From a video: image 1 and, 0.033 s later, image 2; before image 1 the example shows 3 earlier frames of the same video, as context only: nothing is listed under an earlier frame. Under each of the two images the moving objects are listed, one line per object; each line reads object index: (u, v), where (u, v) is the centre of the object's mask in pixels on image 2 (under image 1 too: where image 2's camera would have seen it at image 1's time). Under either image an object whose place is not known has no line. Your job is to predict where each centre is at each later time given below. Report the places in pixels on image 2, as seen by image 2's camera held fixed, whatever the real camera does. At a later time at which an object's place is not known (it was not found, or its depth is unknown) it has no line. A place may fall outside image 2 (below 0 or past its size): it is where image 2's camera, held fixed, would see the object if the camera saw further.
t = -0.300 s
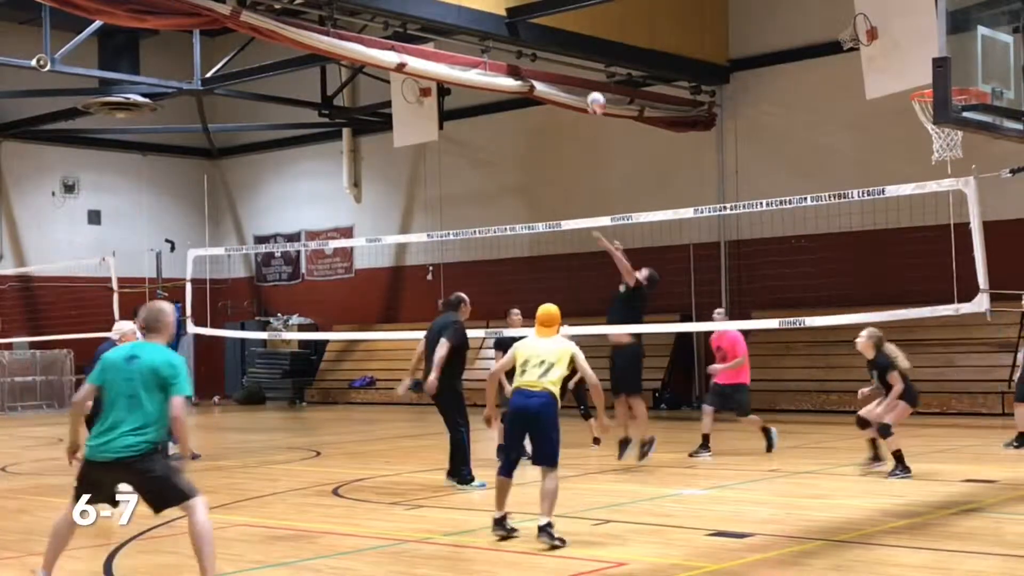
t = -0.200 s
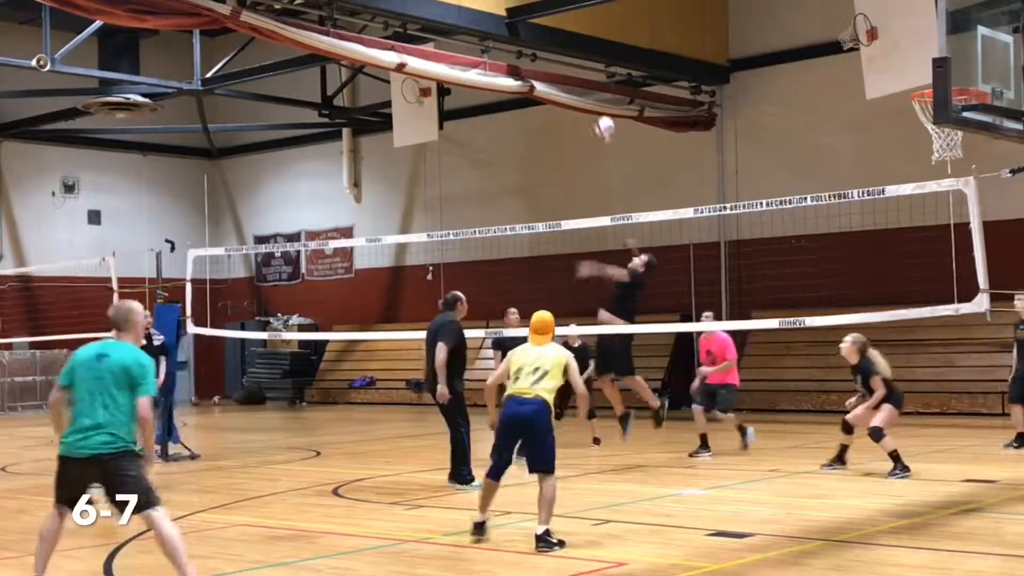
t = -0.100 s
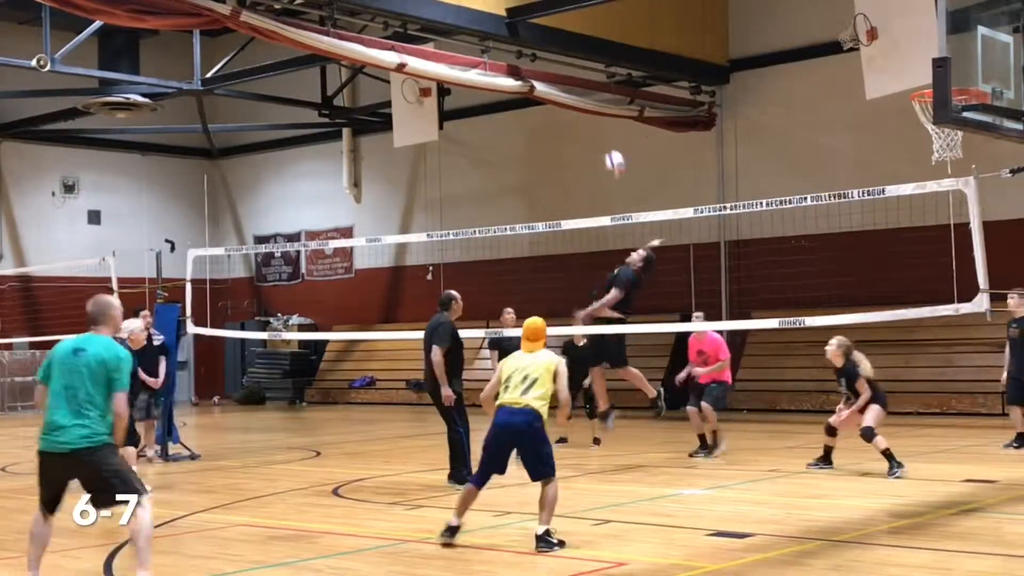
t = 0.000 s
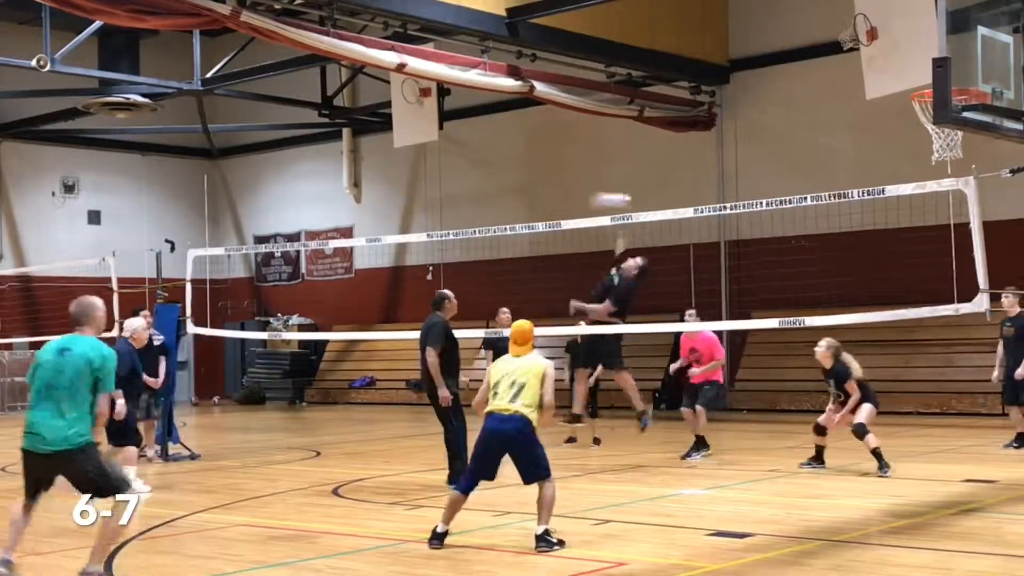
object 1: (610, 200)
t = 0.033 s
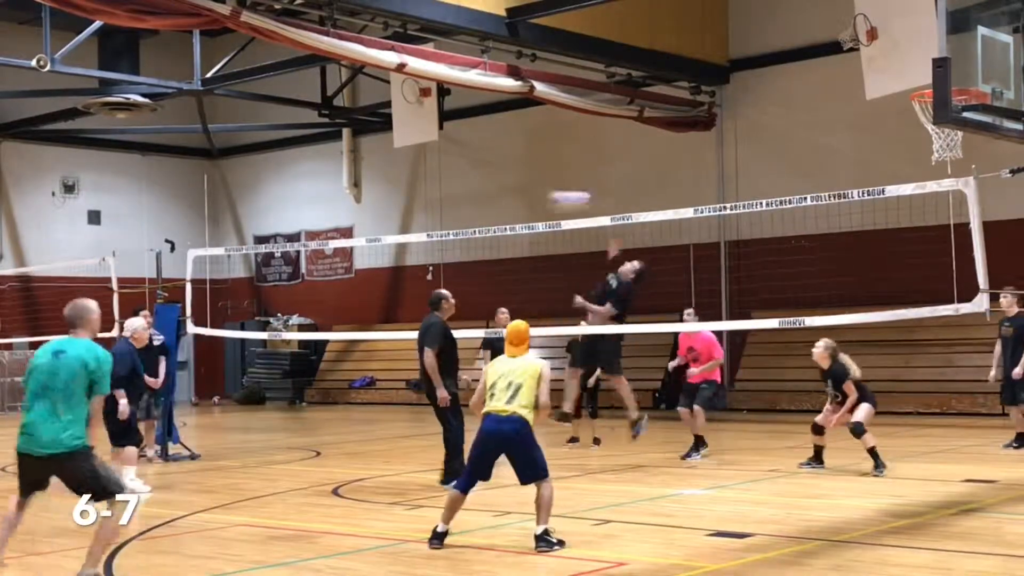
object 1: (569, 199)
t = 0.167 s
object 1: (394, 204)
